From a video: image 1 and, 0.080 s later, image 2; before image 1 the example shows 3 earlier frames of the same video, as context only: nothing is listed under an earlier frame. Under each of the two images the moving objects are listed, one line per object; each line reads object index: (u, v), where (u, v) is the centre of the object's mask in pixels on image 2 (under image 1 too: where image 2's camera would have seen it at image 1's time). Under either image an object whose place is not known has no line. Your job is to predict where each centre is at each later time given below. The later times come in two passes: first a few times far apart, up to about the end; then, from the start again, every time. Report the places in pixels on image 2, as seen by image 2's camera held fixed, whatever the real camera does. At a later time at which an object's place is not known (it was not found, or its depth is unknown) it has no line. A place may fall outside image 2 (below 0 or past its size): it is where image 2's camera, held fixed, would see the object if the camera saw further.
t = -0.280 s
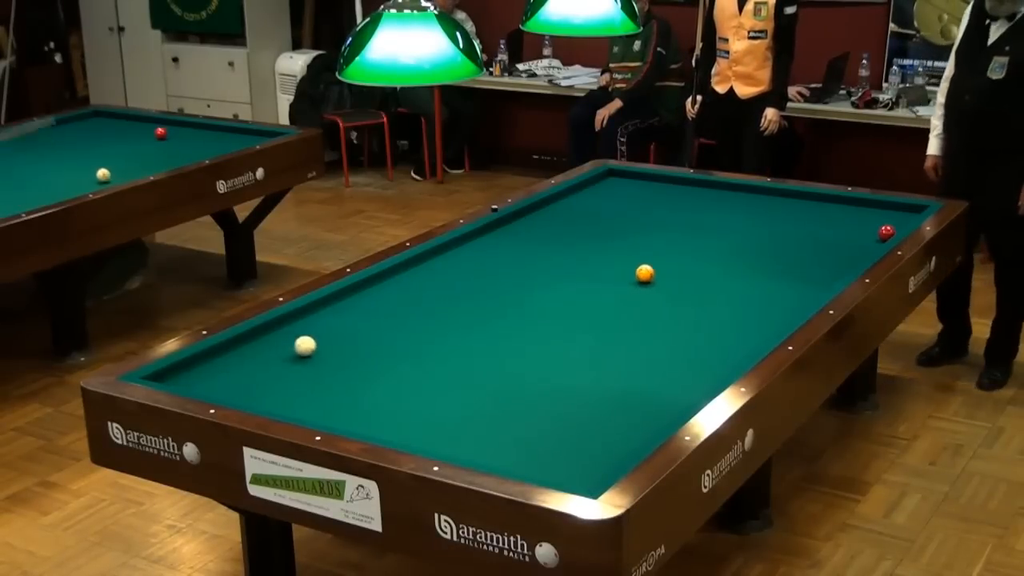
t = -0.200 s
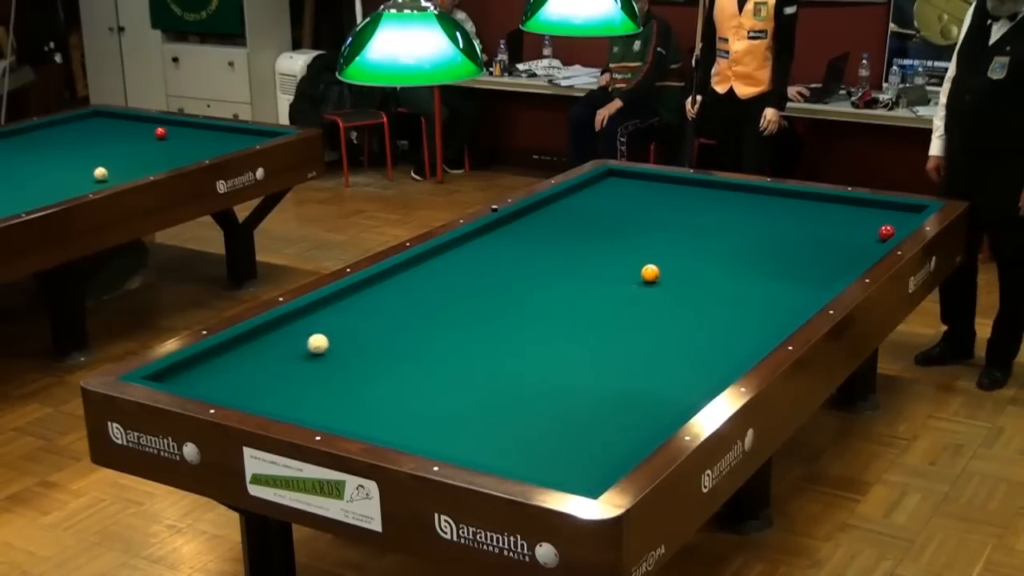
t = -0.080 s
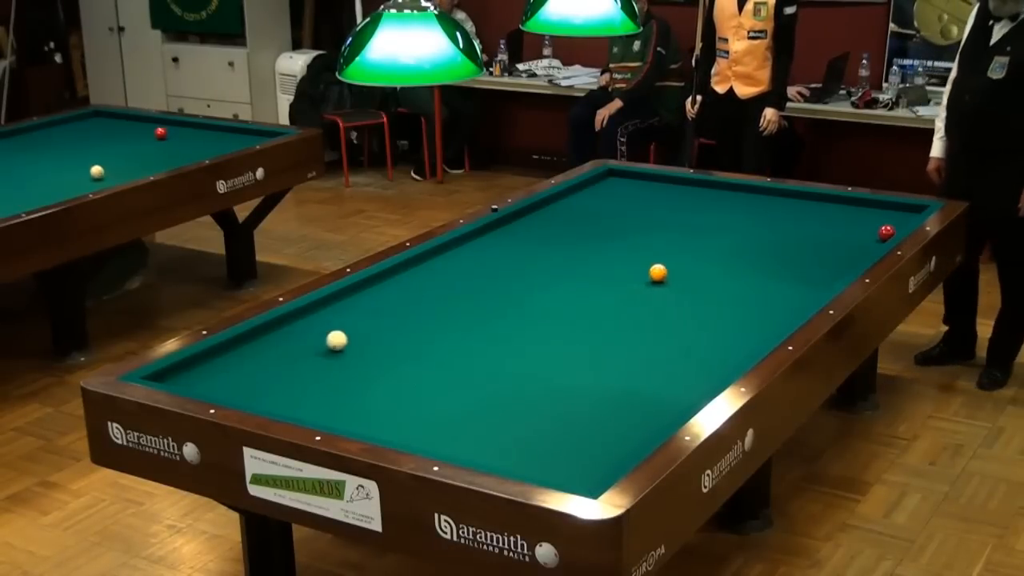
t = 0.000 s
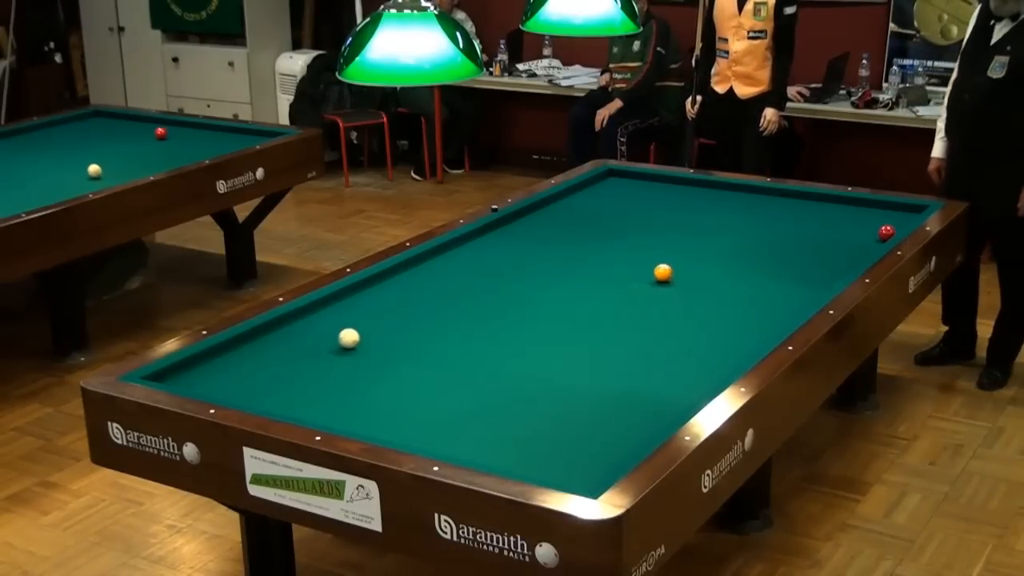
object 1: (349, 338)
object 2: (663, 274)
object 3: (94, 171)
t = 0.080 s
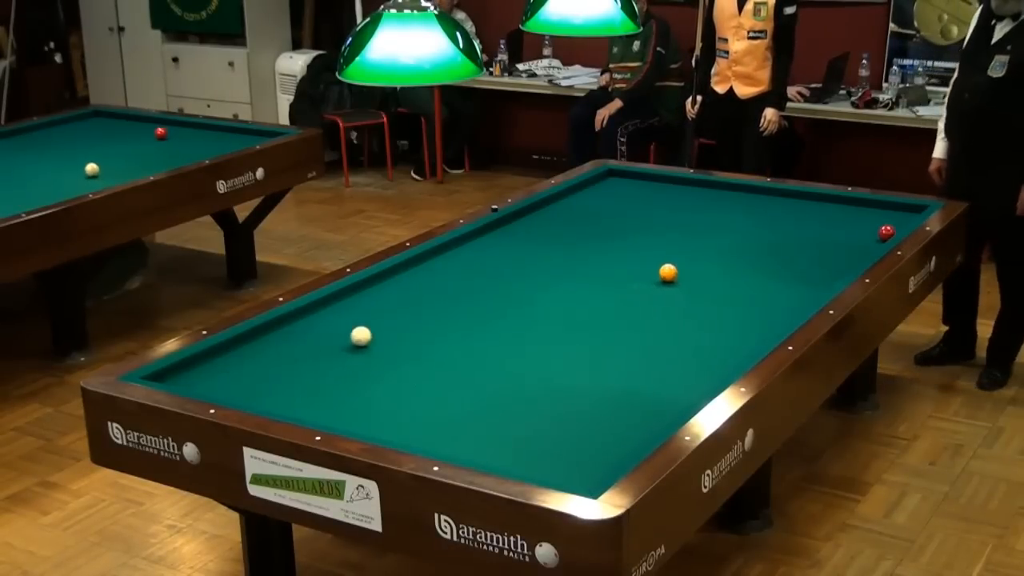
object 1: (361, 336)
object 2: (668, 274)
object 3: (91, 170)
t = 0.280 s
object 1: (390, 331)
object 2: (680, 273)
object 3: (86, 167)
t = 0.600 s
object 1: (435, 323)
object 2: (698, 273)
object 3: (77, 163)
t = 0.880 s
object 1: (471, 317)
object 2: (713, 273)
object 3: (69, 159)
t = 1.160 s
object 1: (506, 311)
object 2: (727, 272)
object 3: (63, 156)
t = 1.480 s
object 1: (544, 304)
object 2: (741, 272)
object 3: (56, 152)
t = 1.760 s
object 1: (576, 298)
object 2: (753, 272)
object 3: (49, 149)
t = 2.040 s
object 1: (605, 293)
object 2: (763, 272)
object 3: (44, 146)
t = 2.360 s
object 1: (637, 288)
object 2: (773, 272)
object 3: (38, 144)
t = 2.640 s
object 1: (663, 283)
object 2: (782, 272)
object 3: (33, 141)
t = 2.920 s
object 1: (688, 279)
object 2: (788, 271)
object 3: (29, 139)
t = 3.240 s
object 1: (714, 274)
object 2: (795, 271)
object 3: (24, 136)
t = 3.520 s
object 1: (736, 271)
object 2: (800, 271)
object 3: (20, 134)
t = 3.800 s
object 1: (757, 267)
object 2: (803, 271)
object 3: (16, 132)
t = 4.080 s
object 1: (776, 264)
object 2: (806, 271)
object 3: (15, 131)
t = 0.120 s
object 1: (367, 335)
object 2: (670, 274)
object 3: (90, 169)
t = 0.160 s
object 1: (372, 334)
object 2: (672, 273)
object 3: (89, 169)
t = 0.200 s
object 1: (378, 333)
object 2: (675, 273)
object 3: (88, 168)
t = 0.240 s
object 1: (384, 332)
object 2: (677, 273)
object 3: (87, 168)
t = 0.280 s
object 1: (390, 331)
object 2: (680, 273)
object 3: (86, 167)
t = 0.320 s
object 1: (396, 330)
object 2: (682, 273)
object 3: (85, 166)
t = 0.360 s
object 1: (401, 329)
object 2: (684, 273)
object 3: (83, 166)
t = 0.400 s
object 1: (407, 328)
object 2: (687, 273)
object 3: (82, 165)
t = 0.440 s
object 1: (413, 327)
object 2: (689, 273)
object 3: (81, 165)
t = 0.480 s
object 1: (418, 326)
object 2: (691, 273)
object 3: (80, 164)
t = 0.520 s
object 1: (424, 325)
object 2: (694, 273)
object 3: (79, 164)
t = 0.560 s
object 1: (429, 324)
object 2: (696, 273)
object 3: (78, 163)
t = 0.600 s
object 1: (435, 323)
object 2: (698, 273)
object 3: (77, 163)
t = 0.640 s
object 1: (440, 322)
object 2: (700, 273)
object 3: (76, 162)
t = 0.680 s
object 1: (445, 321)
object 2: (702, 273)
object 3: (74, 162)
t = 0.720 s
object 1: (450, 320)
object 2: (705, 273)
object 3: (73, 161)
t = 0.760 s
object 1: (456, 319)
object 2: (706, 273)
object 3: (72, 161)
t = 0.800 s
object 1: (461, 319)
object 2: (709, 273)
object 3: (72, 160)
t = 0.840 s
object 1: (466, 317)
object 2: (711, 273)
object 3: (71, 160)
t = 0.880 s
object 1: (471, 317)
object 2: (713, 273)
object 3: (69, 159)
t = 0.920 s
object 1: (477, 316)
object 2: (715, 273)
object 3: (69, 159)
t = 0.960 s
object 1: (482, 315)
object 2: (717, 273)
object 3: (67, 158)
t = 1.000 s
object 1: (487, 314)
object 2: (719, 272)
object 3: (67, 158)
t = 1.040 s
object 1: (492, 313)
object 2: (721, 272)
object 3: (65, 157)
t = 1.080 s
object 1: (497, 312)
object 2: (723, 273)
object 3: (65, 157)
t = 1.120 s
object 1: (502, 311)
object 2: (725, 273)
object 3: (64, 156)
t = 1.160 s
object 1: (506, 311)
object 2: (727, 272)
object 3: (63, 156)
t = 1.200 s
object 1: (511, 310)
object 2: (729, 272)
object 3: (62, 155)
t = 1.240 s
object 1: (516, 309)
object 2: (730, 272)
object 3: (61, 155)
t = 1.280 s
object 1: (521, 308)
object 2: (732, 272)
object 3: (60, 154)
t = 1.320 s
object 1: (526, 307)
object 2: (734, 272)
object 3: (59, 154)
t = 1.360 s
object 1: (531, 306)
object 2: (736, 272)
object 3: (58, 153)
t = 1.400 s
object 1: (535, 305)
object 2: (737, 272)
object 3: (57, 153)
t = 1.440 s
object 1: (540, 305)
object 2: (739, 272)
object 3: (56, 153)
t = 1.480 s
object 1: (544, 304)
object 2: (741, 272)
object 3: (56, 152)
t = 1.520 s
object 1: (549, 303)
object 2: (743, 272)
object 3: (54, 152)
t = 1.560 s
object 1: (553, 302)
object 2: (745, 272)
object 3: (54, 151)
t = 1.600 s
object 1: (558, 301)
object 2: (746, 272)
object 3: (53, 151)
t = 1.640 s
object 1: (562, 301)
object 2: (748, 272)
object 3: (52, 150)
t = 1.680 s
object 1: (567, 300)
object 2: (750, 272)
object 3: (51, 150)
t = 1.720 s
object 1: (571, 299)
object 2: (751, 272)
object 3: (50, 150)
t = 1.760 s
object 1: (576, 298)
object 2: (753, 272)
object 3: (49, 149)
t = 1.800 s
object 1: (580, 297)
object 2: (754, 272)
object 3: (48, 149)
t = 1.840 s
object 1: (584, 297)
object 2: (756, 272)
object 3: (48, 148)
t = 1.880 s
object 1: (589, 296)
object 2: (757, 272)
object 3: (47, 148)
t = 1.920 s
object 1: (593, 296)
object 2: (759, 272)
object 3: (46, 147)
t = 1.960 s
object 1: (597, 295)
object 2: (760, 272)
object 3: (45, 147)
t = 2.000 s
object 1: (601, 294)
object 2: (762, 272)
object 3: (44, 147)
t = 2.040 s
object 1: (605, 293)
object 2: (763, 272)
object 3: (44, 146)
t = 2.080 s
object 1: (609, 293)
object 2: (764, 272)
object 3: (43, 146)
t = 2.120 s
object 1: (613, 292)
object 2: (766, 272)
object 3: (42, 146)
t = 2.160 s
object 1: (617, 291)
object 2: (767, 272)
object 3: (41, 145)
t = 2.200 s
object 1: (621, 290)
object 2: (768, 272)
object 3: (41, 145)
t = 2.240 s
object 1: (625, 290)
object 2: (770, 272)
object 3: (40, 144)
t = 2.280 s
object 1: (629, 289)
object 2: (771, 272)
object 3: (39, 144)
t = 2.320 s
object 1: (633, 289)
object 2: (772, 272)
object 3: (38, 144)
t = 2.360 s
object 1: (637, 288)
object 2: (773, 272)
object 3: (38, 144)
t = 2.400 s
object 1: (641, 287)
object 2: (775, 272)
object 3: (37, 143)
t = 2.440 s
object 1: (644, 286)
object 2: (776, 272)
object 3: (36, 143)
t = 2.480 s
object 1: (648, 286)
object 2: (777, 272)
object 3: (36, 142)
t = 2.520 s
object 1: (652, 286)
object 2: (778, 272)
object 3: (35, 142)
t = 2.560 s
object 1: (655, 284)
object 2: (779, 272)
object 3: (34, 142)
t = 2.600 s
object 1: (659, 284)
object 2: (780, 272)
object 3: (34, 141)
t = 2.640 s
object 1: (663, 283)
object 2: (782, 272)
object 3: (33, 141)
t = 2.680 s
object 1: (666, 283)
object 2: (782, 272)
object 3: (32, 141)
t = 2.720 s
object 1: (670, 282)
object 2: (784, 272)
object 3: (31, 140)
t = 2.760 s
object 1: (674, 282)
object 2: (784, 272)
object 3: (31, 140)
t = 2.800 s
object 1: (677, 281)
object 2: (786, 272)
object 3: (30, 139)
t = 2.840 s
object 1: (681, 280)
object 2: (787, 271)
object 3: (30, 139)
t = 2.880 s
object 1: (684, 280)
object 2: (787, 271)
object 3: (29, 139)
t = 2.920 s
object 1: (688, 279)
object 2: (788, 271)
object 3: (29, 139)
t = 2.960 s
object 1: (691, 278)
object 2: (789, 271)
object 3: (28, 138)
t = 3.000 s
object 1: (694, 278)
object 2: (790, 271)
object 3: (27, 138)
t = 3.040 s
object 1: (698, 277)
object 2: (791, 271)
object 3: (27, 138)
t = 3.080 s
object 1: (701, 277)
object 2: (792, 271)
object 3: (26, 137)
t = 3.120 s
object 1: (704, 276)
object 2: (793, 271)
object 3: (25, 137)
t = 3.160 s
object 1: (708, 275)
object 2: (793, 271)
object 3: (25, 137)
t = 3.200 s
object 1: (711, 275)
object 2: (794, 271)
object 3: (24, 136)
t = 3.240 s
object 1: (714, 274)
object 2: (795, 271)
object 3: (24, 136)
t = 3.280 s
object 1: (717, 274)
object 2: (796, 271)
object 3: (23, 136)
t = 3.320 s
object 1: (721, 273)
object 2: (796, 271)
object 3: (22, 135)
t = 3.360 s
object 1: (724, 273)
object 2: (797, 271)
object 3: (22, 135)
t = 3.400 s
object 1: (727, 273)
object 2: (798, 271)
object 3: (21, 135)
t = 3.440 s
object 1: (730, 272)
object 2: (798, 271)
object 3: (21, 135)
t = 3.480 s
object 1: (733, 271)
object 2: (799, 271)
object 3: (20, 135)
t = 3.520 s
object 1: (736, 271)
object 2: (800, 271)
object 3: (20, 134)
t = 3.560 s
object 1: (739, 270)
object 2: (800, 271)
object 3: (19, 134)
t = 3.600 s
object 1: (742, 270)
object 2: (801, 271)
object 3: (19, 133)
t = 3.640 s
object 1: (745, 269)
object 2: (801, 271)
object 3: (18, 133)
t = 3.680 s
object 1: (748, 269)
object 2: (802, 271)
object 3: (18, 133)
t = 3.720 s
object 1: (751, 269)
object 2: (802, 271)
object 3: (17, 133)
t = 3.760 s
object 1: (754, 268)
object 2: (803, 271)
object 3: (17, 132)
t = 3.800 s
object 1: (757, 267)
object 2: (803, 271)
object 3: (16, 132)
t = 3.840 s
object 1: (760, 267)
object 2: (804, 271)
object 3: (16, 132)
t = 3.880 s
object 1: (762, 266)
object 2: (804, 271)
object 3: (15, 132)
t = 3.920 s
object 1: (765, 266)
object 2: (805, 271)
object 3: (15, 131)
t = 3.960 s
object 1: (768, 266)
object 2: (805, 271)
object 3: (14, 131)
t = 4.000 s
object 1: (771, 265)
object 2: (805, 271)
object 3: (14, 131)
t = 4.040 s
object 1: (773, 264)
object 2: (805, 271)
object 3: (14, 131)
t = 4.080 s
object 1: (776, 264)
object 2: (806, 271)
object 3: (15, 131)
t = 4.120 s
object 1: (779, 264)
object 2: (806, 271)
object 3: (15, 131)
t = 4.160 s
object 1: (781, 263)
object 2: (806, 271)
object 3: (16, 131)
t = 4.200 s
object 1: (784, 263)
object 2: (807, 271)
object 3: (17, 131)
